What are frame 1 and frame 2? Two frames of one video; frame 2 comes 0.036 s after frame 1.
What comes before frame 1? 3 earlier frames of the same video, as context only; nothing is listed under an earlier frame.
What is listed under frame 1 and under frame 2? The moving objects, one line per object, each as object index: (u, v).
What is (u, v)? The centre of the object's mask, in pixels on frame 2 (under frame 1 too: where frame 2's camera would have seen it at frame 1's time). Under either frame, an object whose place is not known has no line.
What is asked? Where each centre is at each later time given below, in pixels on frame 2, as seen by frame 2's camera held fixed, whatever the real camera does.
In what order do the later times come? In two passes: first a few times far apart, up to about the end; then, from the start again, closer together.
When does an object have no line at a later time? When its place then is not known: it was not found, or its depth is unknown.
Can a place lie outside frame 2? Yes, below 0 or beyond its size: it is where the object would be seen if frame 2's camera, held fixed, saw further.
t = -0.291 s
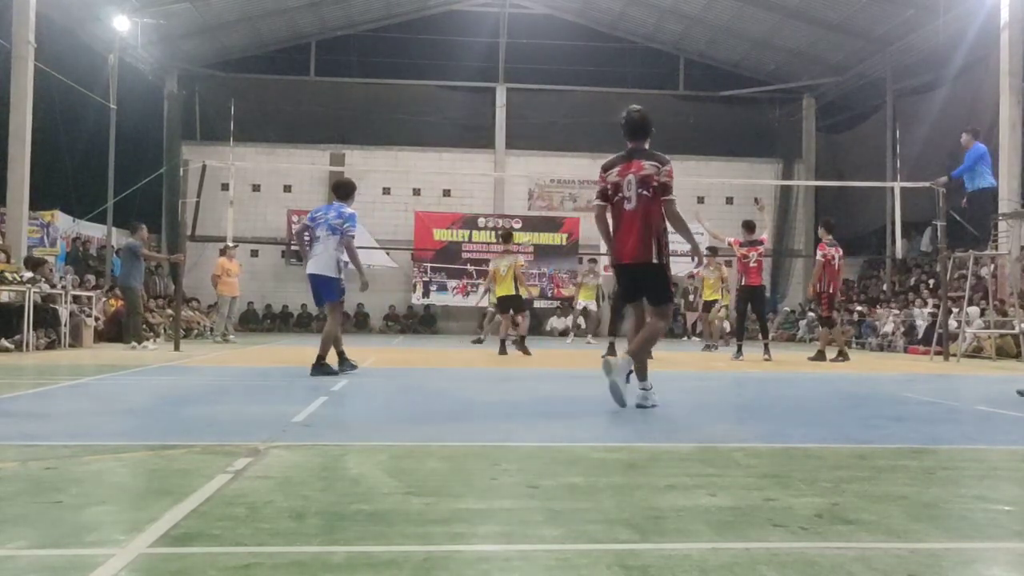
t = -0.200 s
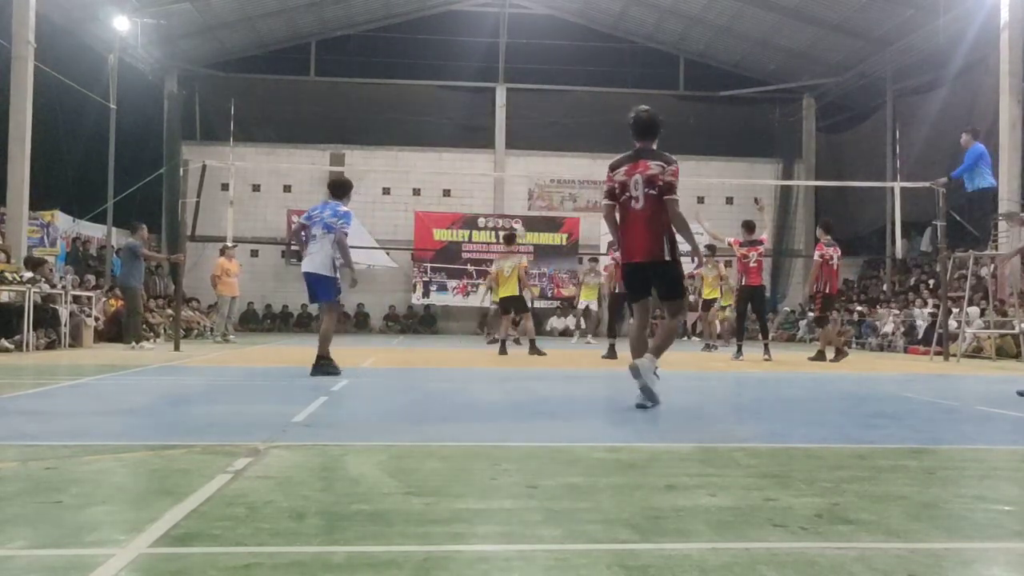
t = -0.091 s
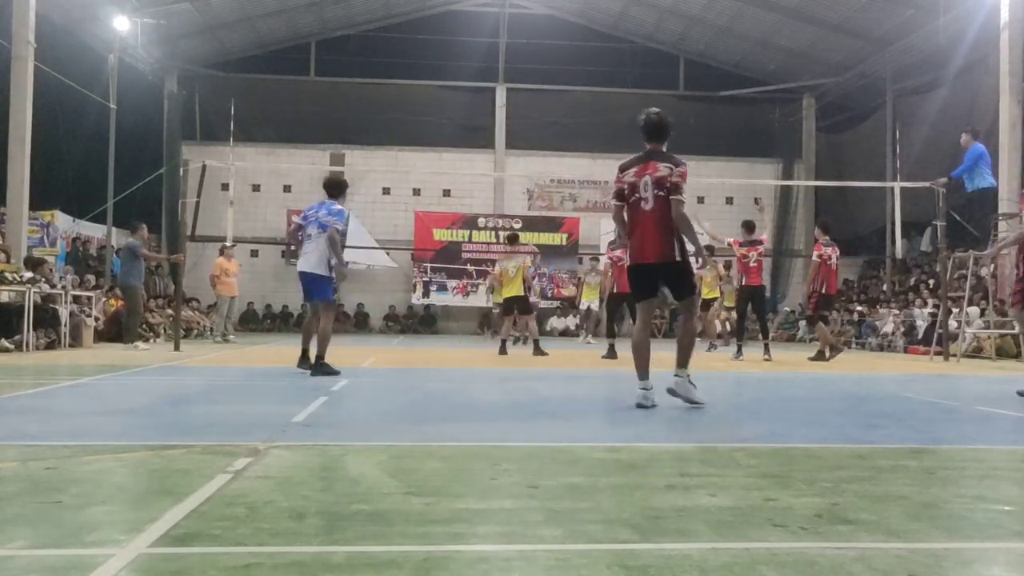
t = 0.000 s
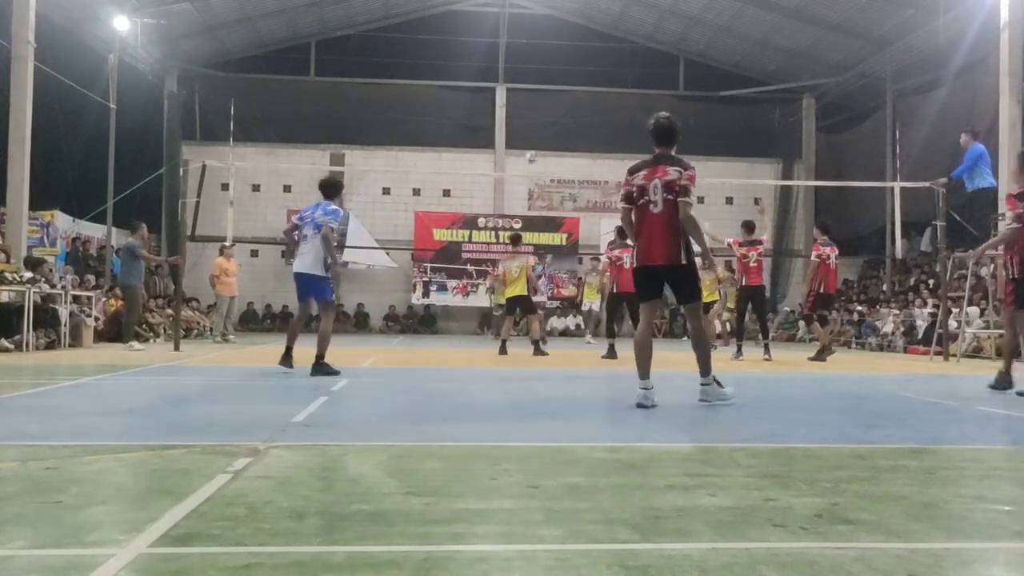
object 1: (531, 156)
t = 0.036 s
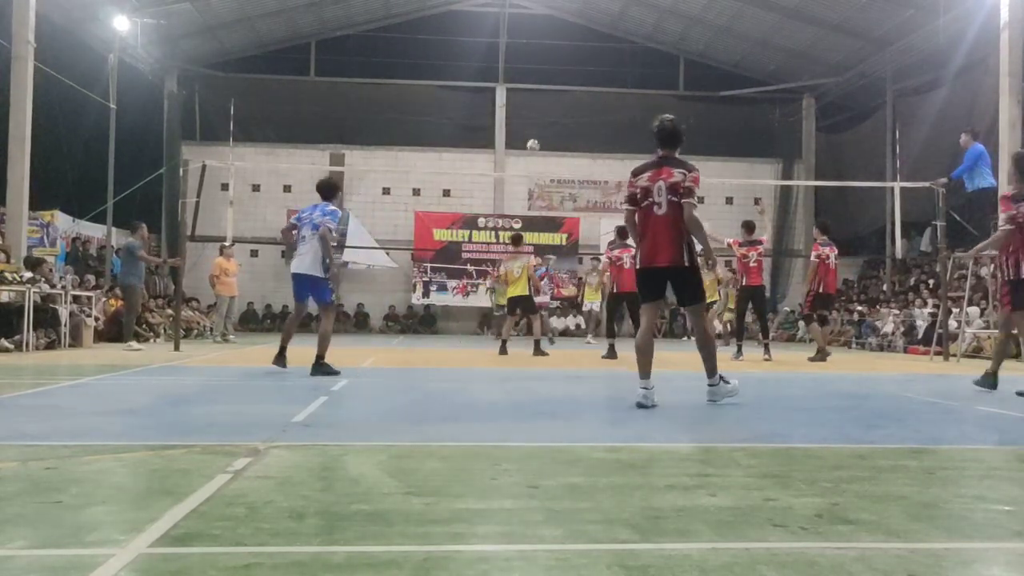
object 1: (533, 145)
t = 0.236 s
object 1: (544, 94)
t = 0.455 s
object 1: (556, 63)
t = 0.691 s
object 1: (569, 59)
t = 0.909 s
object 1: (581, 88)
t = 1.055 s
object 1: (588, 123)
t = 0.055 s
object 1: (534, 140)
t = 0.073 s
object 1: (535, 135)
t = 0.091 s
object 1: (536, 130)
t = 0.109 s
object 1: (537, 125)
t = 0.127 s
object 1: (538, 120)
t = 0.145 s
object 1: (539, 115)
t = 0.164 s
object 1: (540, 111)
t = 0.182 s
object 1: (541, 106)
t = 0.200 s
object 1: (542, 102)
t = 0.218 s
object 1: (543, 98)
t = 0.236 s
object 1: (544, 94)
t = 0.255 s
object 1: (545, 91)
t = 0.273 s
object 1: (545, 87)
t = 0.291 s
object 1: (546, 84)
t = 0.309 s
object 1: (548, 80)
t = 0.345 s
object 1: (550, 75)
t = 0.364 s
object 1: (551, 73)
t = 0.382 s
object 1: (552, 70)
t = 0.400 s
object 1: (553, 68)
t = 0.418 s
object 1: (553, 66)
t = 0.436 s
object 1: (554, 64)
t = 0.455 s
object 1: (556, 63)
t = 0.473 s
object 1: (557, 62)
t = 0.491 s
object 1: (558, 60)
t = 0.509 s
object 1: (559, 59)
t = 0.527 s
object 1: (559, 58)
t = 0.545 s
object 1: (560, 58)
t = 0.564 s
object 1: (561, 57)
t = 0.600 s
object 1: (564, 57)
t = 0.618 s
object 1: (565, 57)
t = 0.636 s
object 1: (566, 57)
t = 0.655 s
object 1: (567, 58)
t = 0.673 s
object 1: (568, 58)
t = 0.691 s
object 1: (569, 59)
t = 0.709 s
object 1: (570, 61)
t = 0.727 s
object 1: (571, 62)
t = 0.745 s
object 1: (572, 64)
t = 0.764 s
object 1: (573, 65)
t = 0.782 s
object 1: (574, 67)
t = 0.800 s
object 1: (575, 70)
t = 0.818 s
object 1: (576, 72)
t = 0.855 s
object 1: (578, 78)
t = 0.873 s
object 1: (579, 81)
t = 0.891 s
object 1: (580, 84)
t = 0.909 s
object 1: (581, 88)
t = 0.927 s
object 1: (582, 91)
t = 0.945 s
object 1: (583, 95)
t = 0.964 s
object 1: (584, 99)
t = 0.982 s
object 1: (584, 104)
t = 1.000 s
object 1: (585, 108)
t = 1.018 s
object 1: (586, 113)
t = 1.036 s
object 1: (587, 118)
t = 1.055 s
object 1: (588, 123)
